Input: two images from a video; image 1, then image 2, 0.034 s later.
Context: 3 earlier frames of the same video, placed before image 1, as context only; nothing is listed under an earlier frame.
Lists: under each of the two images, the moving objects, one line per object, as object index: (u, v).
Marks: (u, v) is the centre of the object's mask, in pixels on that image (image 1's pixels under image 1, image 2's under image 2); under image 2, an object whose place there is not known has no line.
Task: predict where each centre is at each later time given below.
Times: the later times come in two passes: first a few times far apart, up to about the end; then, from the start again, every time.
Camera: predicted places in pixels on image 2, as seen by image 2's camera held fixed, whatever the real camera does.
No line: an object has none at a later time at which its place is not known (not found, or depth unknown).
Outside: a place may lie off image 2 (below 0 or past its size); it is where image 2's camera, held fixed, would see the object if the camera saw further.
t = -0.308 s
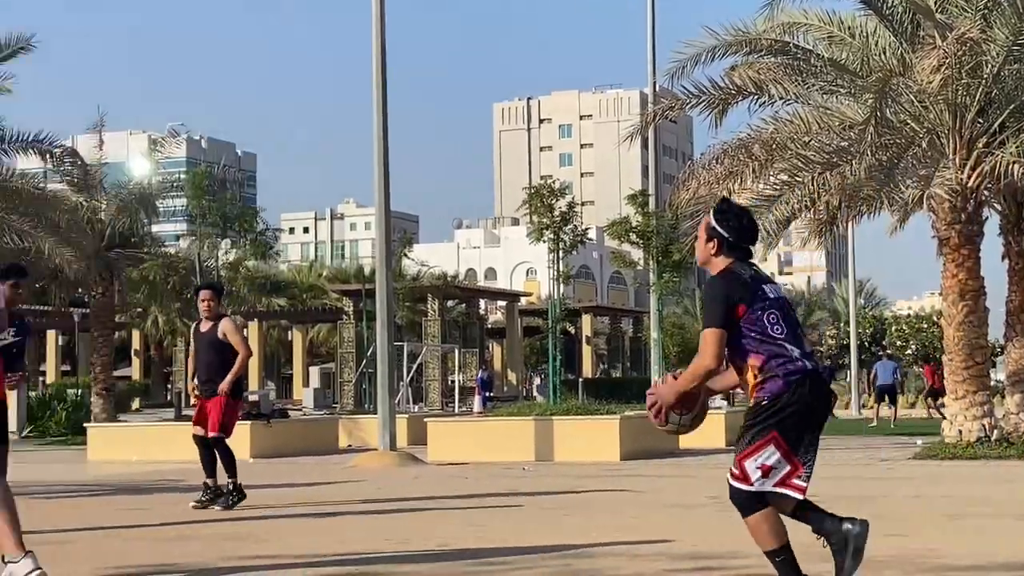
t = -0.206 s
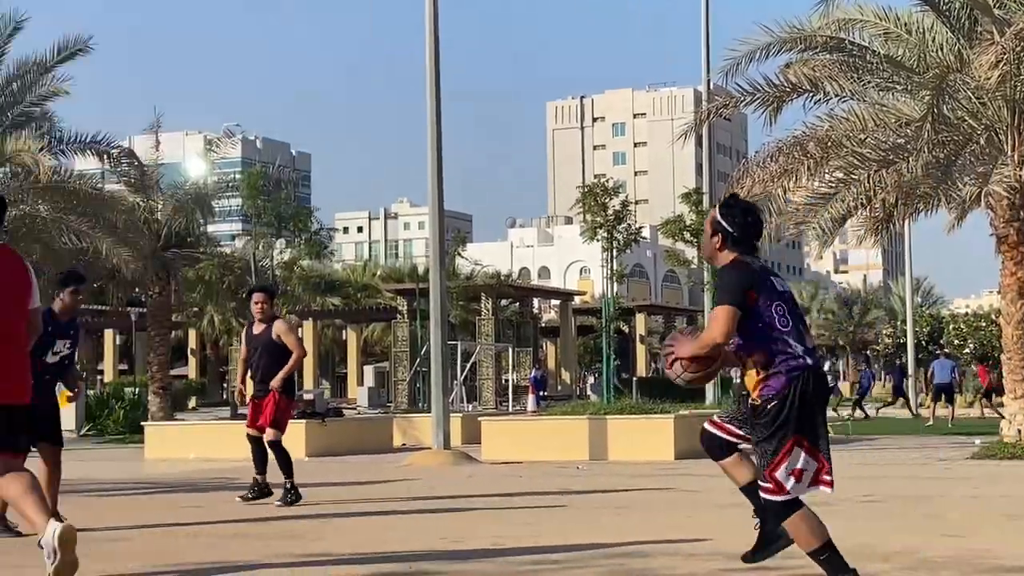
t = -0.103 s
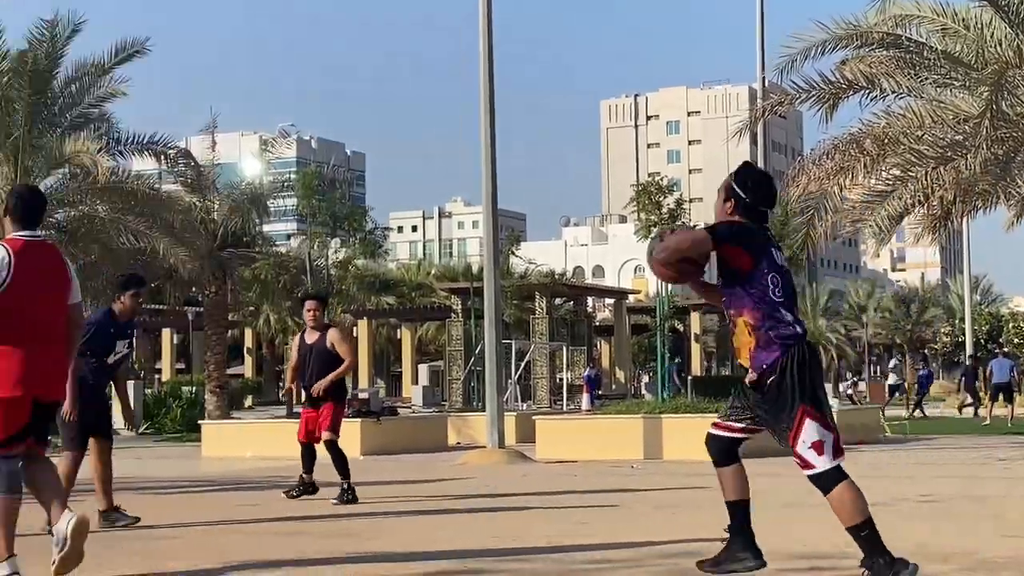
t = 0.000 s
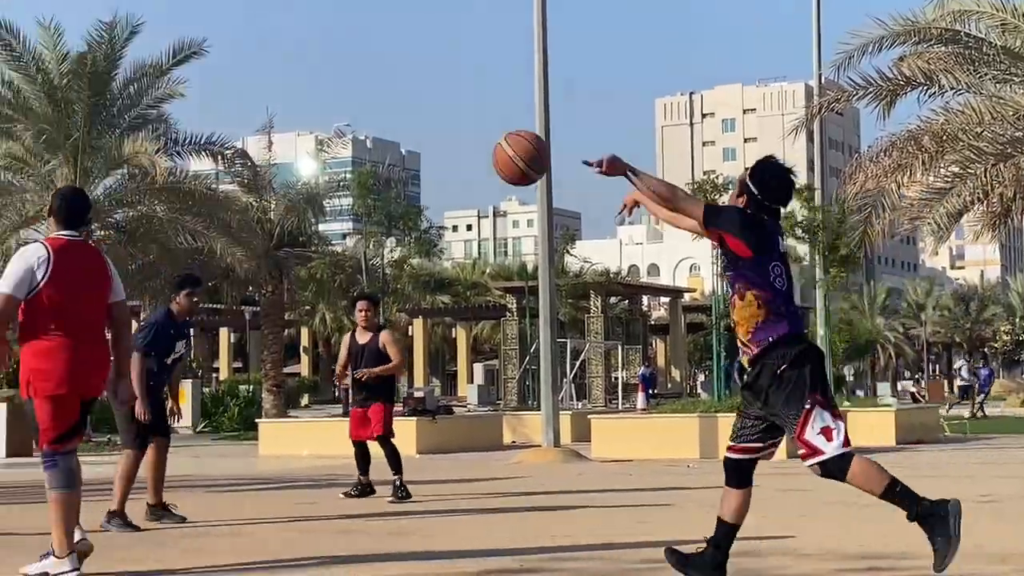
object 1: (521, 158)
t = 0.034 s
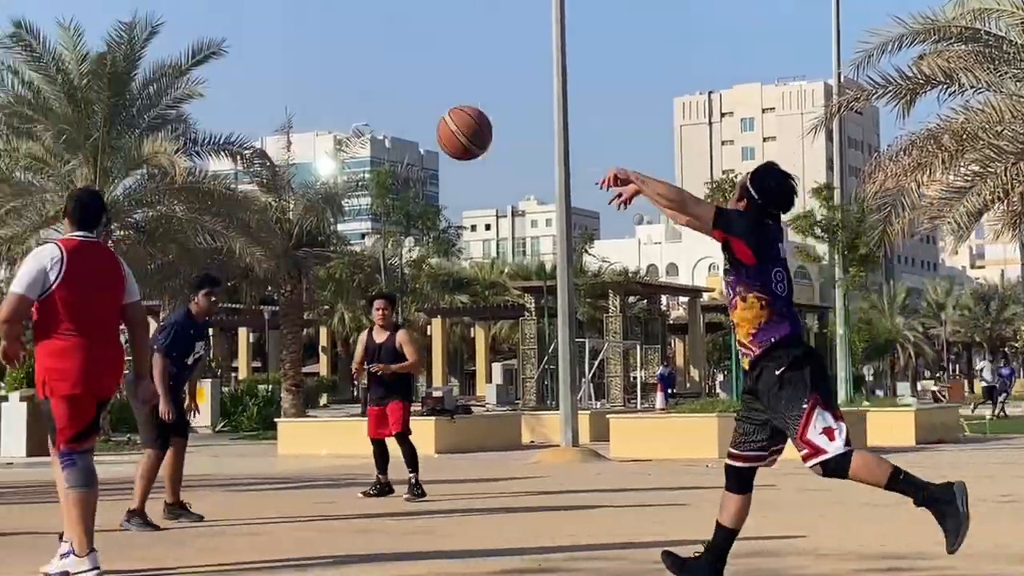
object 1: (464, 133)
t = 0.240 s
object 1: (82, 55)
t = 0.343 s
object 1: (-76, 51)
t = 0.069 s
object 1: (393, 112)
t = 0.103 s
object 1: (326, 95)
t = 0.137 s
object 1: (262, 81)
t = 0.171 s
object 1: (200, 70)
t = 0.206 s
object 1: (140, 61)
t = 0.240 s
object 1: (82, 55)
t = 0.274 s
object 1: (28, 52)
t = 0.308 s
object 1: (-24, 50)
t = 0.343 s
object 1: (-76, 51)
